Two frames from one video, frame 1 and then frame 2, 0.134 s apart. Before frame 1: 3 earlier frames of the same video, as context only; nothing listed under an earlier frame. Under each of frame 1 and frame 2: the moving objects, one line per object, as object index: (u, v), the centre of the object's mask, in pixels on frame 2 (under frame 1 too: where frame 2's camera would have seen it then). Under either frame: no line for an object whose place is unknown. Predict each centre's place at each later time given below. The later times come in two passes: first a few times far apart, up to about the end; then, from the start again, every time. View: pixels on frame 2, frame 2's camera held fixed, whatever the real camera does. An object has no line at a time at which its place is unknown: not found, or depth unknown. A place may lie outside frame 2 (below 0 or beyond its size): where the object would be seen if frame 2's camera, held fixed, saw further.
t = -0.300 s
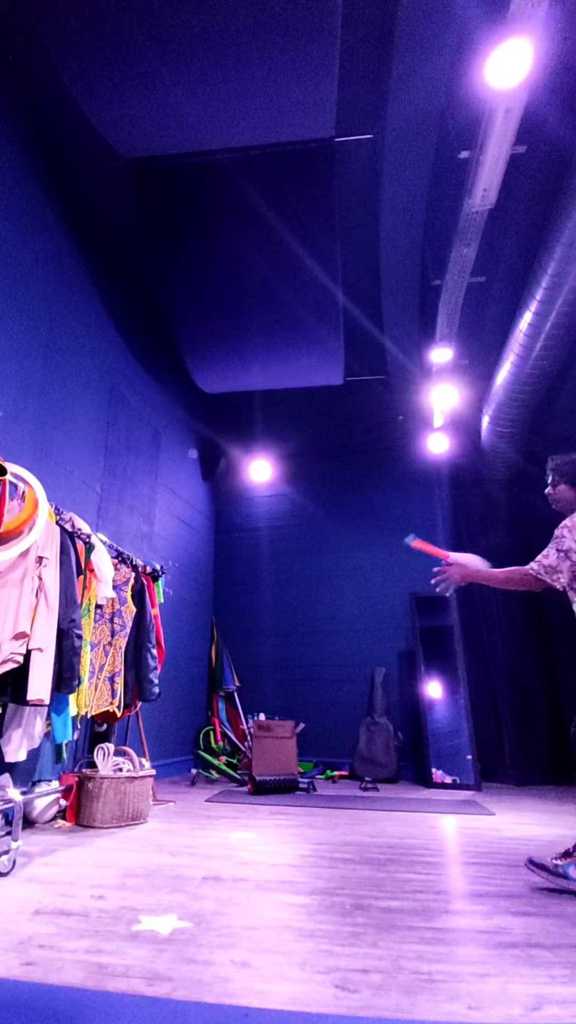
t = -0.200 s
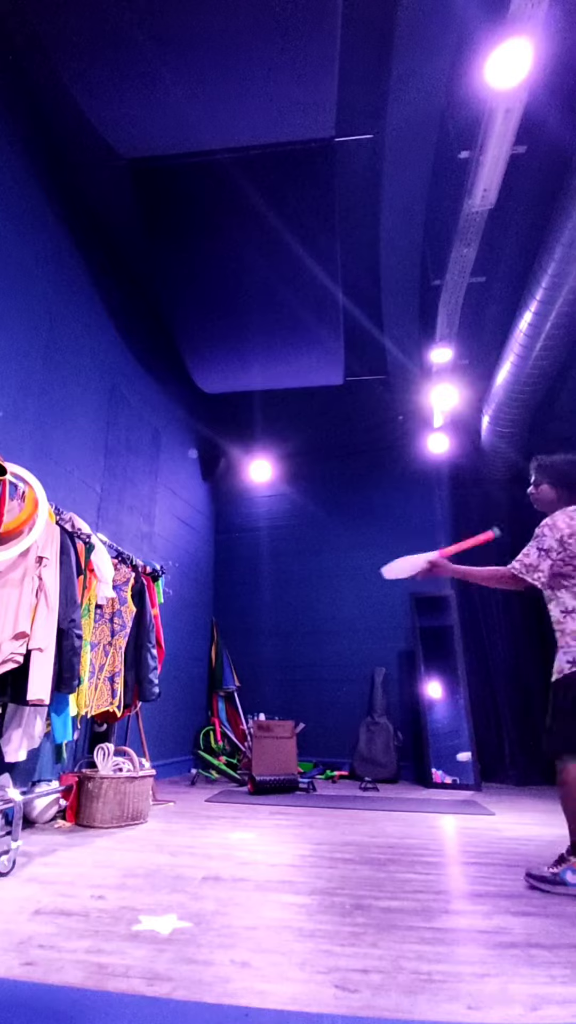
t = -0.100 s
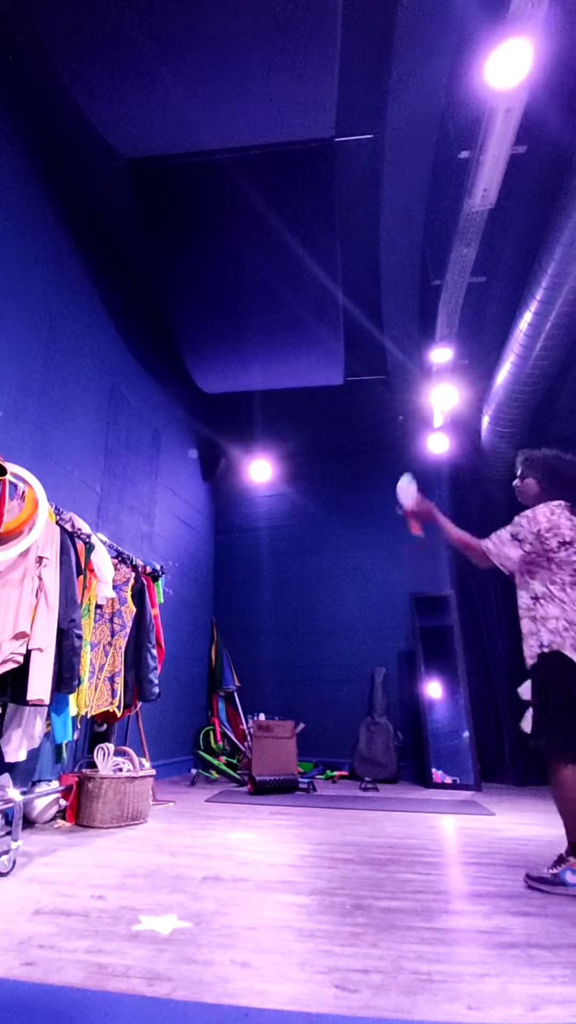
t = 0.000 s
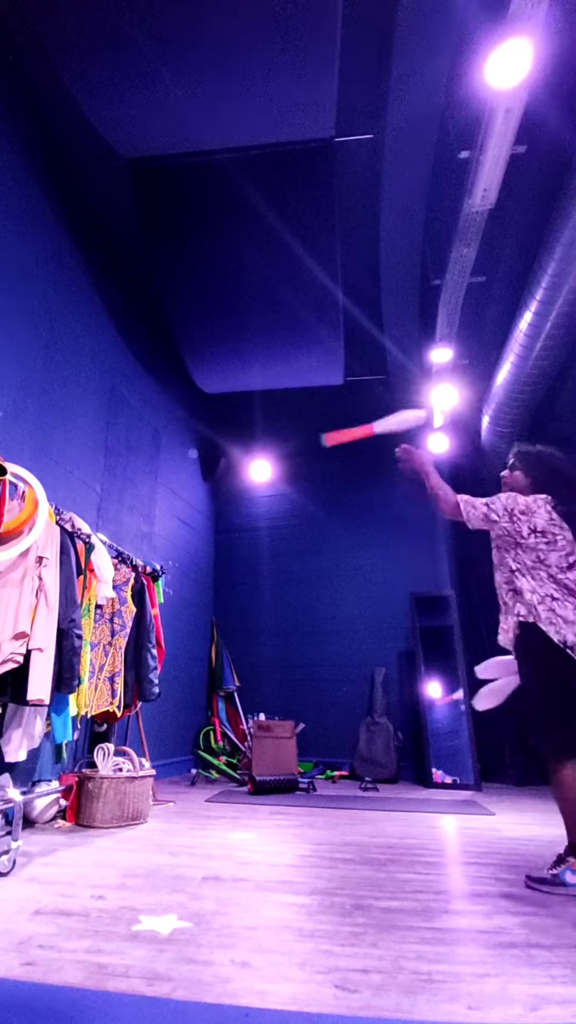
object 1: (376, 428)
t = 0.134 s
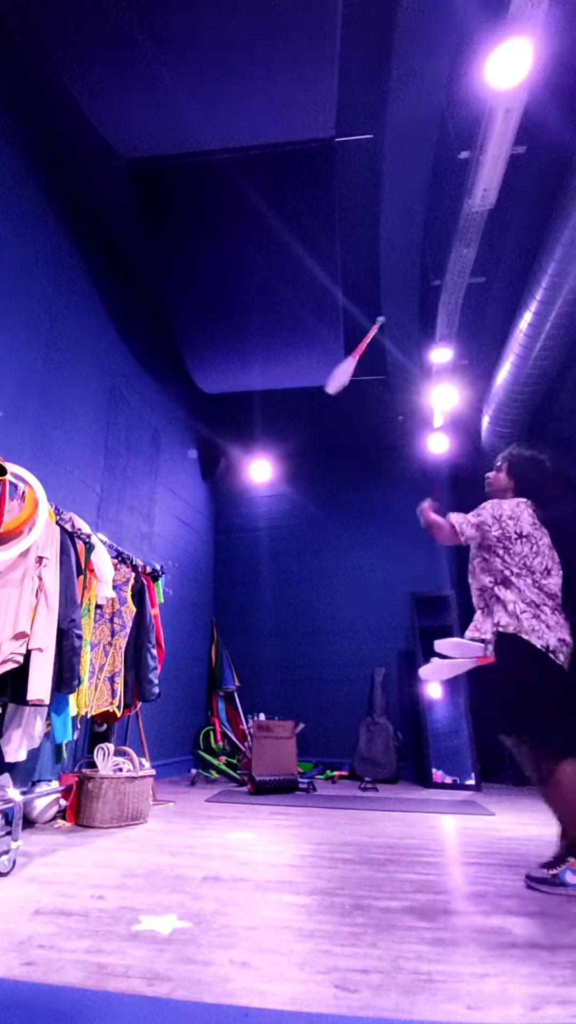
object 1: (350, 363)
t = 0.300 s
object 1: (320, 327)
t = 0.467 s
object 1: (294, 343)
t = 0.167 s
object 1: (342, 352)
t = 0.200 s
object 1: (335, 344)
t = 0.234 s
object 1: (329, 337)
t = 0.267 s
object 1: (324, 331)
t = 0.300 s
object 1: (320, 327)
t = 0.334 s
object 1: (317, 326)
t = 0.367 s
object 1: (312, 329)
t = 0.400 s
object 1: (306, 333)
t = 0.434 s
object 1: (300, 338)
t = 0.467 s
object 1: (294, 343)
